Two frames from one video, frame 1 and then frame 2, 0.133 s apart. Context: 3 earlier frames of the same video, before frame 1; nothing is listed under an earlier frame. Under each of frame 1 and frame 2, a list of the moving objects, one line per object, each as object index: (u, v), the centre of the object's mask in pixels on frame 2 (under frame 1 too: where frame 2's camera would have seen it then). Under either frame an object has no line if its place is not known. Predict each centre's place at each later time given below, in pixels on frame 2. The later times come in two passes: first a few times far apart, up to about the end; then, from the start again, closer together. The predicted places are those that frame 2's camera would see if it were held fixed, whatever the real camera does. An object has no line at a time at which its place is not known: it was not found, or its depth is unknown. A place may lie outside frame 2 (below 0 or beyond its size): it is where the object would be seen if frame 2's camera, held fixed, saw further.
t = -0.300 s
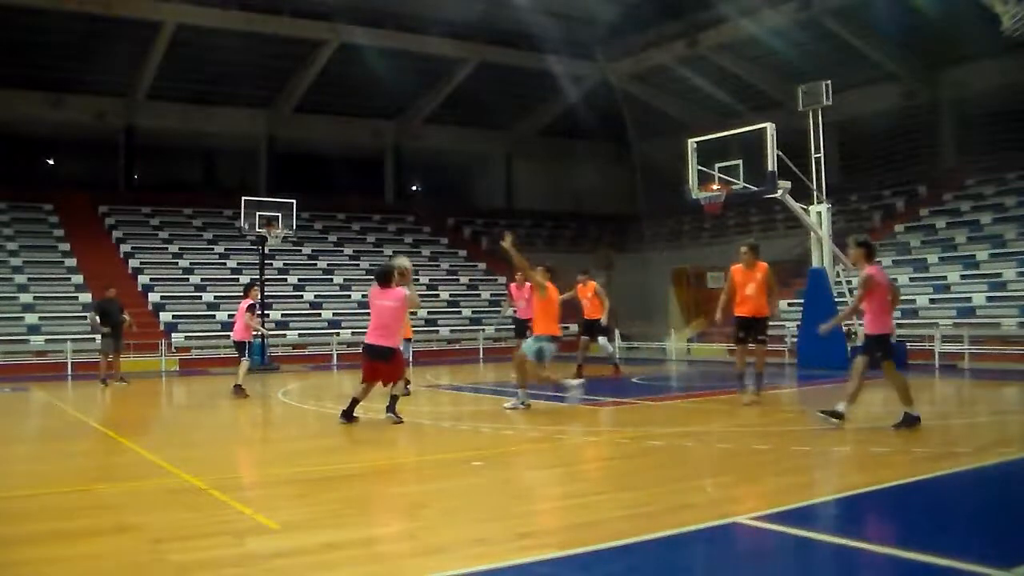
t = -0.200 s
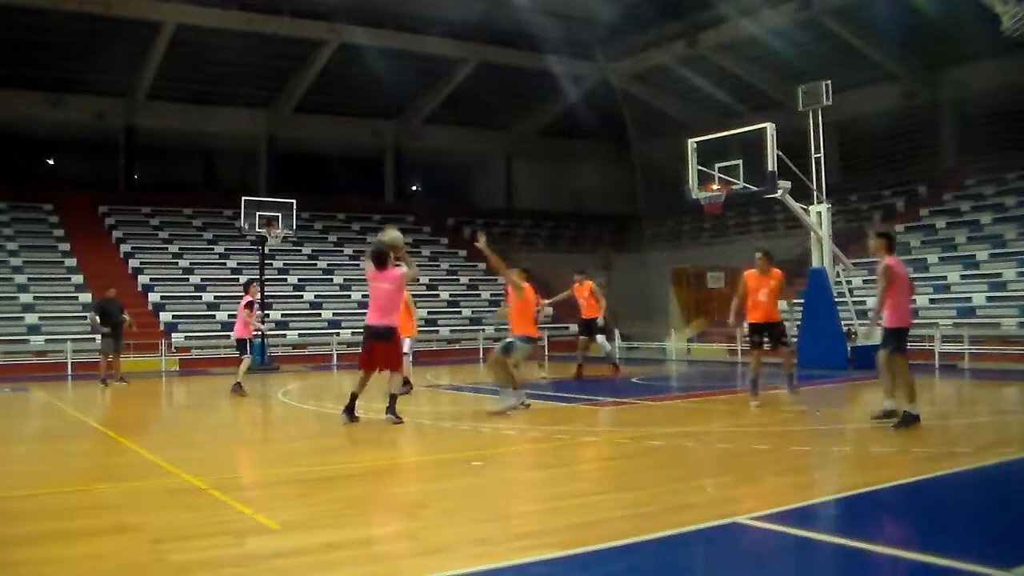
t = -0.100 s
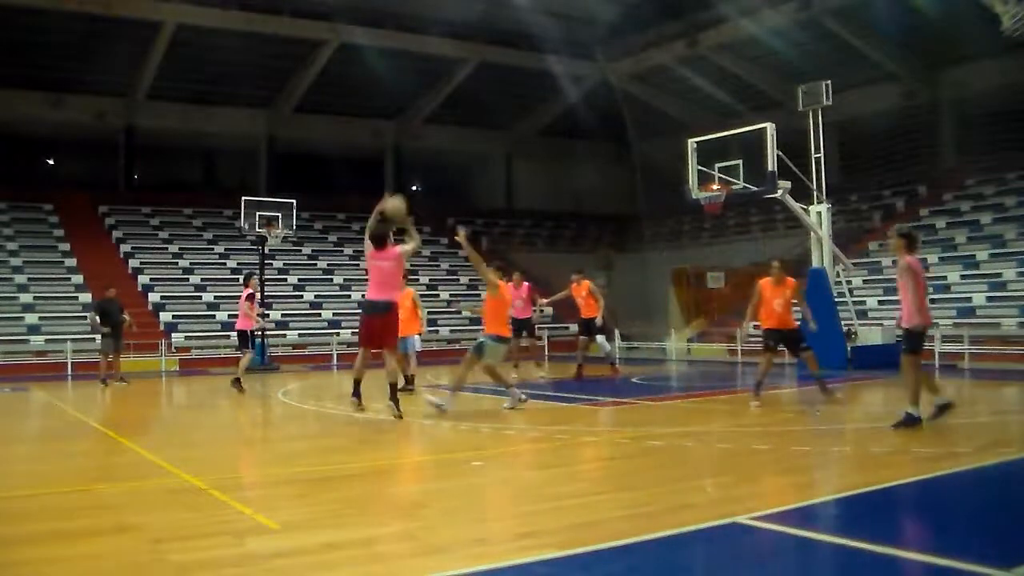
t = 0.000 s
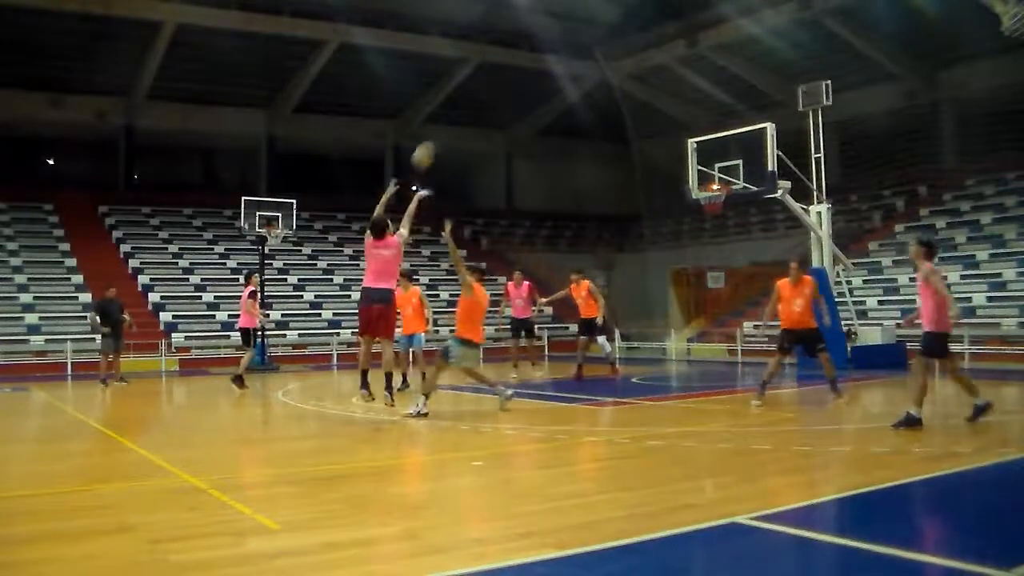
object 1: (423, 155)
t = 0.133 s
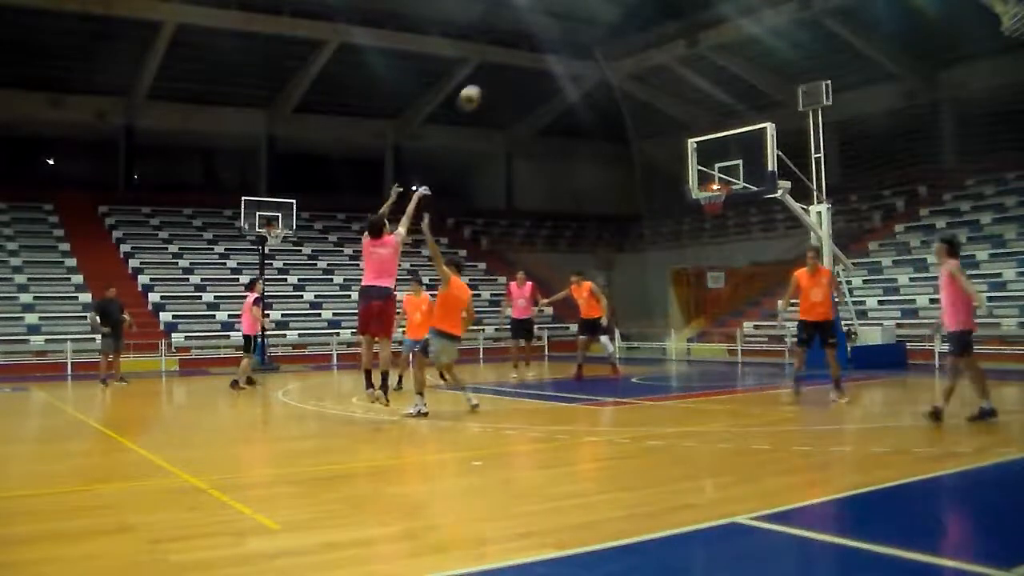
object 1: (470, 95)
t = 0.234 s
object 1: (499, 65)
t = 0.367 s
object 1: (537, 42)
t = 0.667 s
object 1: (609, 38)
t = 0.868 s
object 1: (650, 64)
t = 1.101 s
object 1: (695, 124)
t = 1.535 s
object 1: (703, 132)
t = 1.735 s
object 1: (689, 125)
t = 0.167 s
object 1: (480, 83)
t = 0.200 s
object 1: (489, 74)
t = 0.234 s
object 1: (499, 65)
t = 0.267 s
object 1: (508, 58)
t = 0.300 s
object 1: (518, 52)
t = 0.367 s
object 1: (537, 42)
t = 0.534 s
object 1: (578, 30)
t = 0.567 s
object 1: (586, 31)
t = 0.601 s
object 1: (593, 33)
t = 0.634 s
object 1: (600, 35)
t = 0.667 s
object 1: (609, 38)
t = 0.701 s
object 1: (617, 41)
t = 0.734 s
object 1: (623, 45)
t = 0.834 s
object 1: (643, 57)
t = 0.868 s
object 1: (650, 64)
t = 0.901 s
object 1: (656, 72)
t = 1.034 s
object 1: (682, 106)
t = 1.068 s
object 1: (688, 115)
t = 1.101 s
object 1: (695, 124)
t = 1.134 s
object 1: (700, 135)
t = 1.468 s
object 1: (706, 137)
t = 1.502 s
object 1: (705, 134)
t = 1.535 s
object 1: (703, 132)
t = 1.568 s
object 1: (699, 127)
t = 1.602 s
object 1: (698, 127)
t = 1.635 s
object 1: (695, 125)
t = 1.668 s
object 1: (694, 123)
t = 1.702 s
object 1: (692, 125)
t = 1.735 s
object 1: (689, 125)
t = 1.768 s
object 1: (688, 126)
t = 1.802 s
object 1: (685, 129)
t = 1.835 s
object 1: (682, 130)
